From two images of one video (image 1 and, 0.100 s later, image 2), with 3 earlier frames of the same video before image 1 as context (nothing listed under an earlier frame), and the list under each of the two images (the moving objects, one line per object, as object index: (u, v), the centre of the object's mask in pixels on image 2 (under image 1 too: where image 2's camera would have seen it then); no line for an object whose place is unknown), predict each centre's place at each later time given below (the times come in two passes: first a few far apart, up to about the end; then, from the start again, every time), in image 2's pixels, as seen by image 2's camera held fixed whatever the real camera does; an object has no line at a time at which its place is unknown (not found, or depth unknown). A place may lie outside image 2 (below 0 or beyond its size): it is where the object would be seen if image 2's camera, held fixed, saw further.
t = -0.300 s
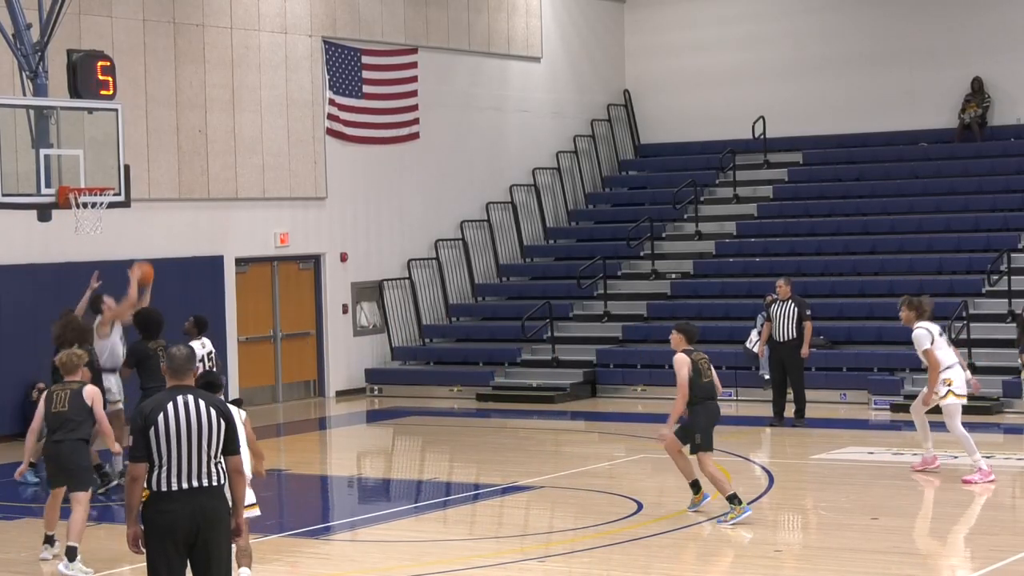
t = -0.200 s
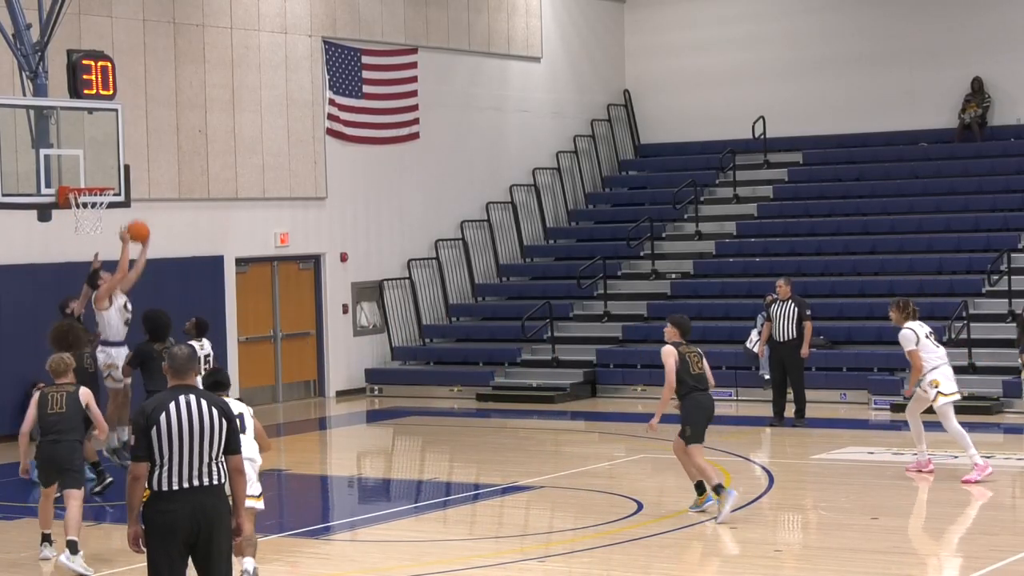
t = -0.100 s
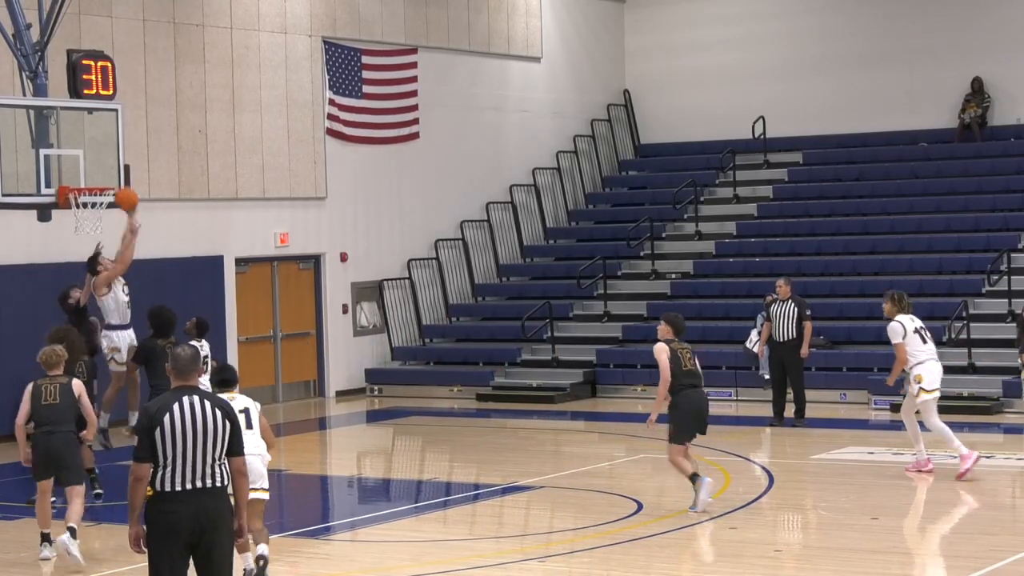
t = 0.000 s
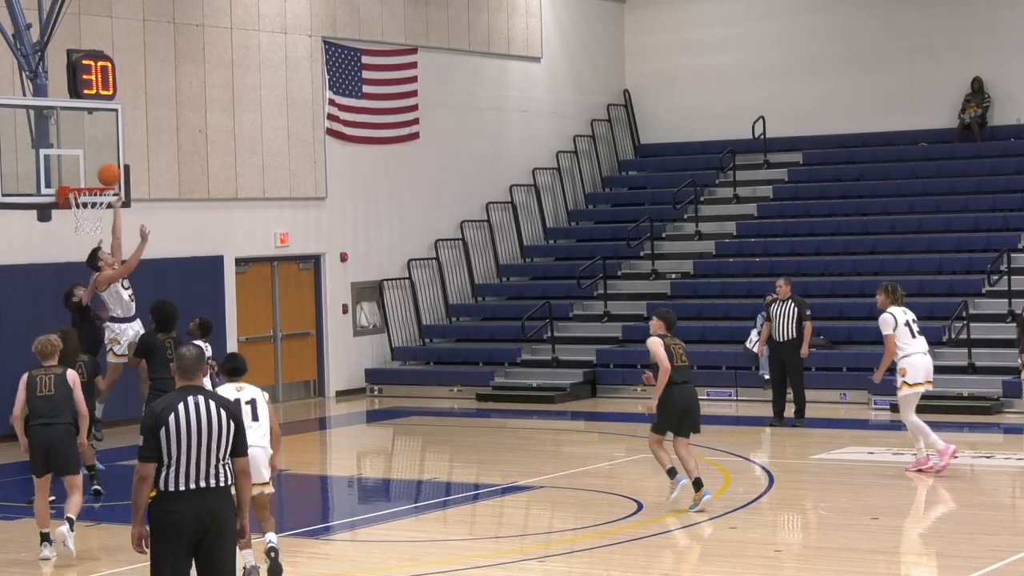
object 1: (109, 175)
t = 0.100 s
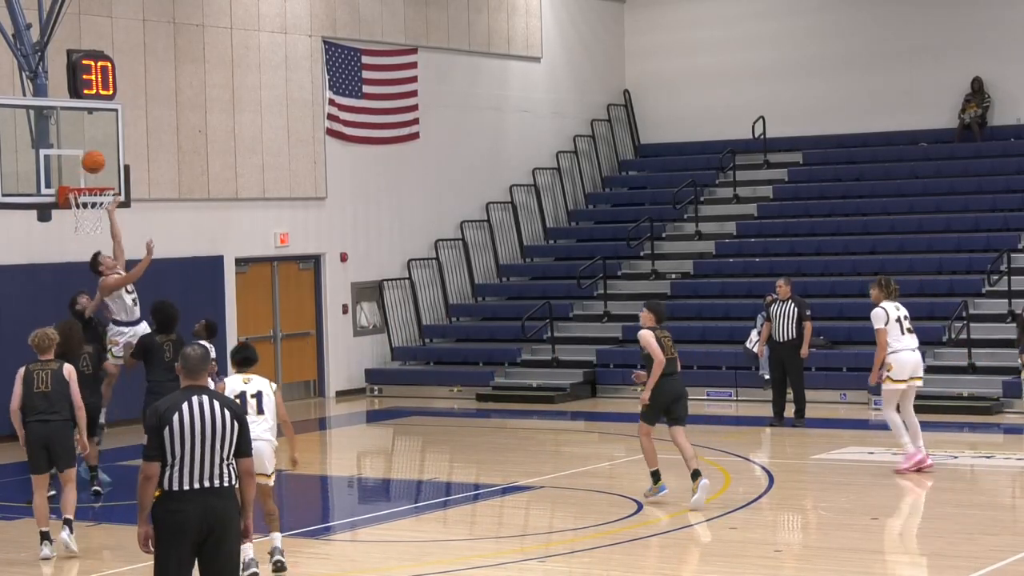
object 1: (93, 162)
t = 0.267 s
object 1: (77, 162)
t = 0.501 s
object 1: (94, 195)
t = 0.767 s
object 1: (109, 213)
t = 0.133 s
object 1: (88, 159)
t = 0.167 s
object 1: (83, 158)
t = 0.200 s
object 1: (78, 158)
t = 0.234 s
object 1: (78, 159)
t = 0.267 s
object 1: (77, 162)
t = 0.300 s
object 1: (77, 165)
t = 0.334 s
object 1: (77, 170)
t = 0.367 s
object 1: (77, 175)
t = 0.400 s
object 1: (78, 180)
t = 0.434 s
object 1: (81, 183)
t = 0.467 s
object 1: (87, 188)
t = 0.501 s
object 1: (94, 195)
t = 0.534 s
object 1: (95, 200)
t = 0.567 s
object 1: (101, 202)
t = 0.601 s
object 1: (105, 202)
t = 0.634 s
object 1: (108, 207)
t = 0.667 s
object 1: (109, 207)
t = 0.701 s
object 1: (110, 209)
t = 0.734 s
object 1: (110, 210)
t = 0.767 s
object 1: (109, 213)
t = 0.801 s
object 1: (108, 216)
